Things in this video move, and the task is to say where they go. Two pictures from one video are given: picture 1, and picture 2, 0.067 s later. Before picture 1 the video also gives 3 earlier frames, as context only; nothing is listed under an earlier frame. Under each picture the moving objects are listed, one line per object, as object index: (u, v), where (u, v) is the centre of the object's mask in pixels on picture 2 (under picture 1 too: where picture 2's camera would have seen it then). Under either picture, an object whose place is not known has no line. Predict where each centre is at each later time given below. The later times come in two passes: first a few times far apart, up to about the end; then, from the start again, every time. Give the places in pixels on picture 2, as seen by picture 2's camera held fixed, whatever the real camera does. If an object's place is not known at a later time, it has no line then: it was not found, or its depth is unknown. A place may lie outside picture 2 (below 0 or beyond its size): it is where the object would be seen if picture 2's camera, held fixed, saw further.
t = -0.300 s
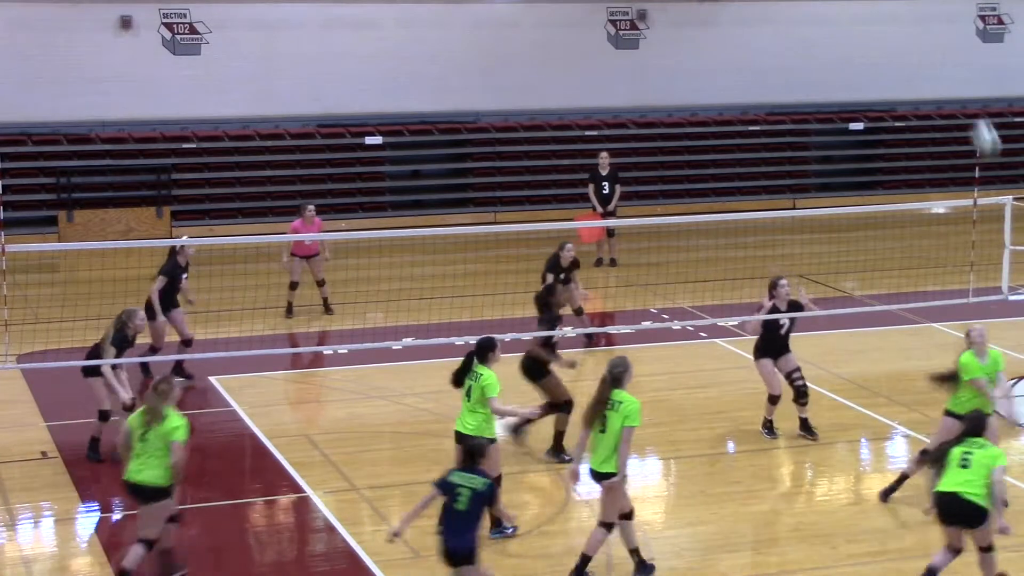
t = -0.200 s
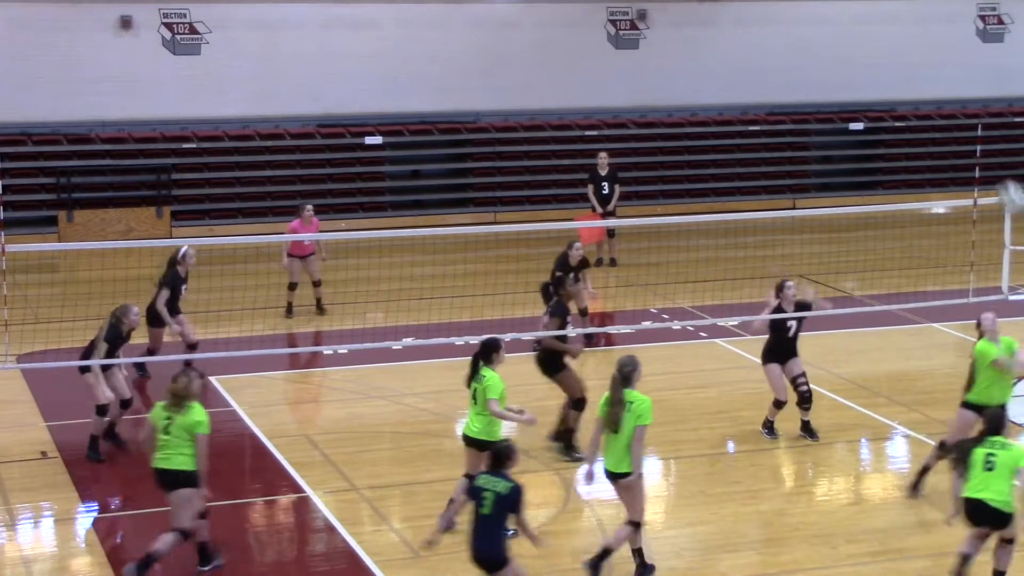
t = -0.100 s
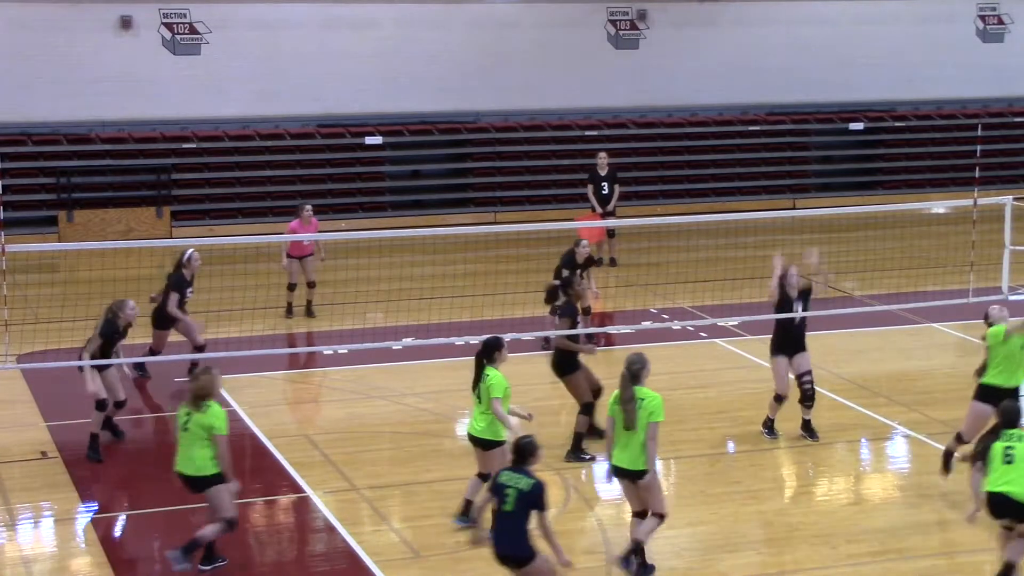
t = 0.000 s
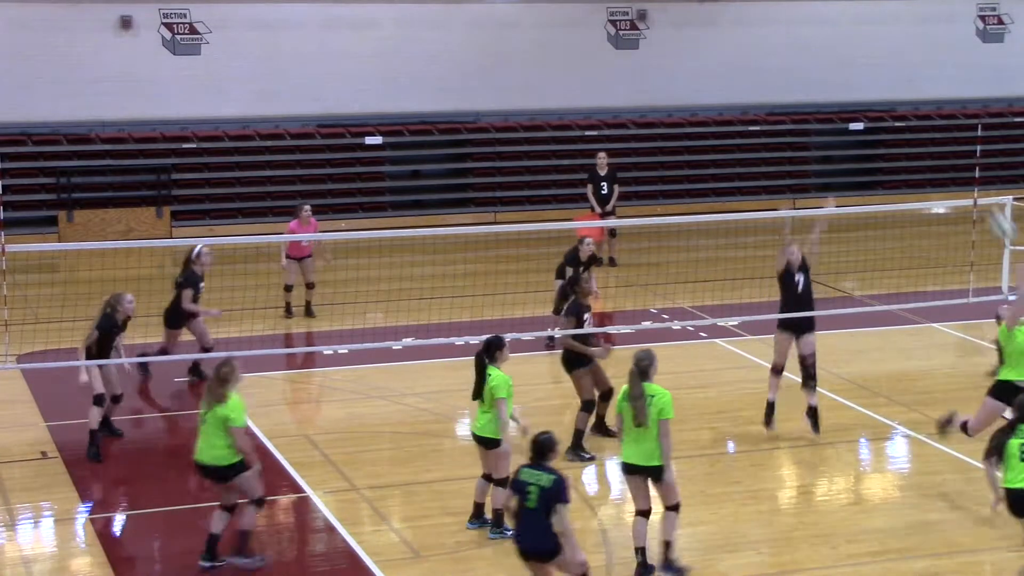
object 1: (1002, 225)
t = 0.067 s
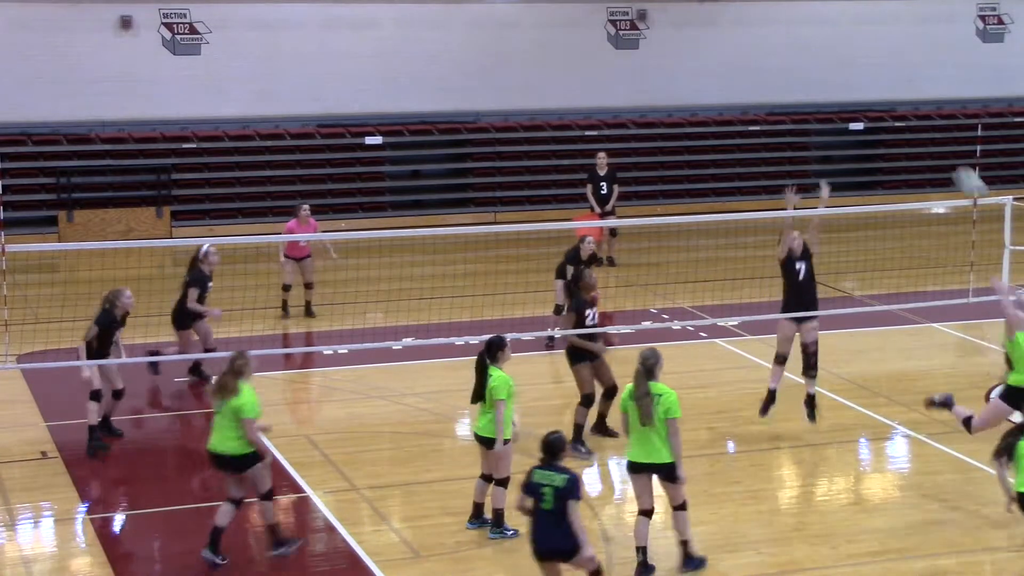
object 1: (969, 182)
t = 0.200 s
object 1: (912, 123)
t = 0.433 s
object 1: (822, 71)
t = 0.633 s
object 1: (758, 75)
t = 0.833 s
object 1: (702, 115)
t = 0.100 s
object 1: (955, 167)
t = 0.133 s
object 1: (940, 151)
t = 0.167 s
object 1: (925, 135)
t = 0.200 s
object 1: (912, 123)
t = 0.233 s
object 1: (898, 111)
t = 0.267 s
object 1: (886, 100)
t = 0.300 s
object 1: (872, 91)
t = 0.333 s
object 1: (858, 85)
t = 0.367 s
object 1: (848, 79)
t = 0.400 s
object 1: (835, 74)
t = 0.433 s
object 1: (822, 71)
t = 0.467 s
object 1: (811, 69)
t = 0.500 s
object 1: (800, 67)
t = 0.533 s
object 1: (788, 69)
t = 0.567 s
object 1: (779, 69)
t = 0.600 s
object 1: (767, 72)
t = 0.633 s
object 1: (758, 75)
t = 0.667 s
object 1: (748, 79)
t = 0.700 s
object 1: (739, 84)
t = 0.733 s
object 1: (730, 91)
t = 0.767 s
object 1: (722, 95)
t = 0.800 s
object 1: (711, 106)
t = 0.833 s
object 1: (702, 115)
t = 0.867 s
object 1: (694, 123)
